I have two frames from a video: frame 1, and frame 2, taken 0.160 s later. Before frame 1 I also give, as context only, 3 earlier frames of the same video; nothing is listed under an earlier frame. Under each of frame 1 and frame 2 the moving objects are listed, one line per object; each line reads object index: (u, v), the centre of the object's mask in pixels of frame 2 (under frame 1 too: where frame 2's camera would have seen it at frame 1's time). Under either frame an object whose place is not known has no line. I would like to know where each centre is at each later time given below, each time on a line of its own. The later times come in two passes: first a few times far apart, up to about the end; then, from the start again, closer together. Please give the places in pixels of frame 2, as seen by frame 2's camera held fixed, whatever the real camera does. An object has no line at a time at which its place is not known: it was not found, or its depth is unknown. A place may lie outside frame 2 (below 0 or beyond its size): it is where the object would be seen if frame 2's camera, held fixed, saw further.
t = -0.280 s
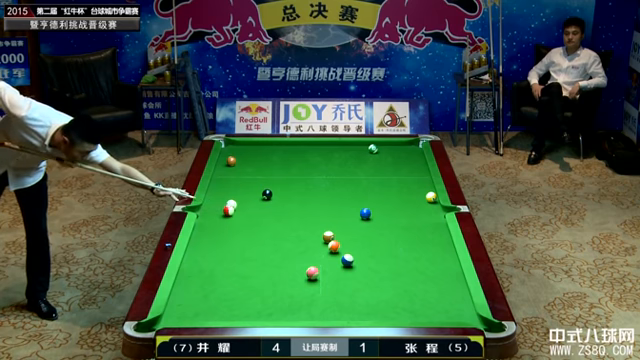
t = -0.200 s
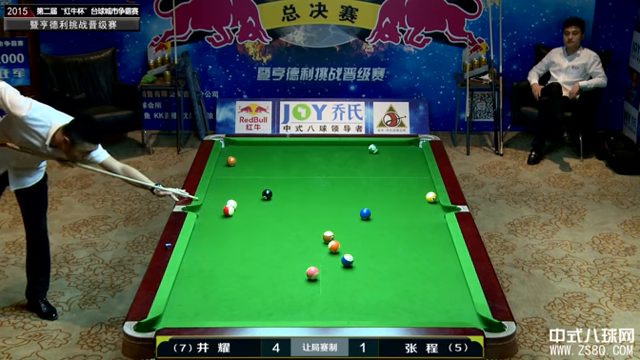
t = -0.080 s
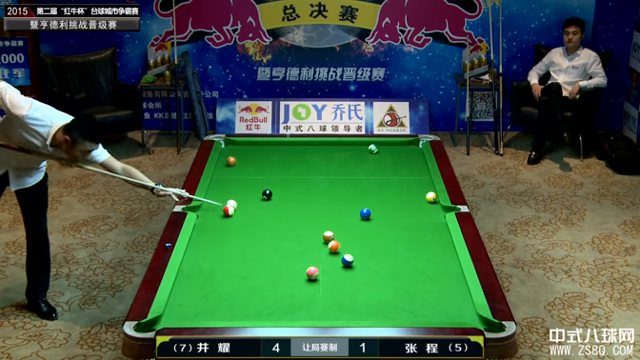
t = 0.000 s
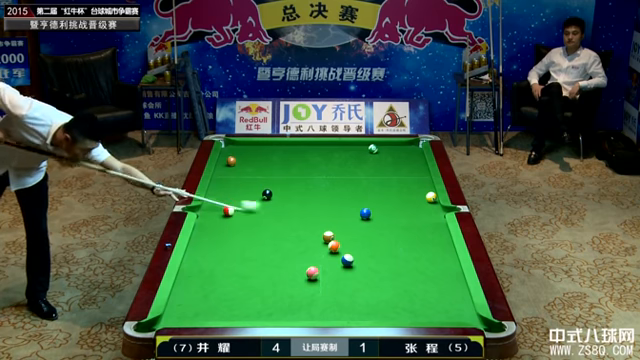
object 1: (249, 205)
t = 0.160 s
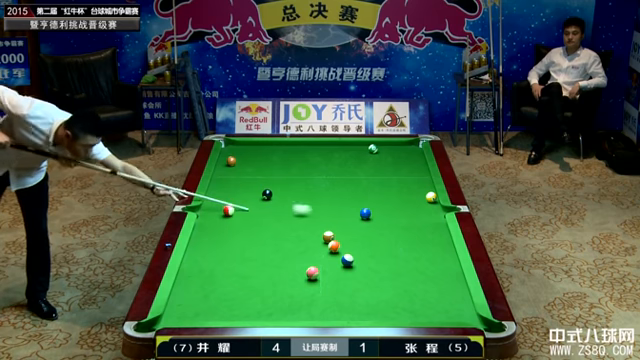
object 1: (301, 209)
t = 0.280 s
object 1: (334, 212)
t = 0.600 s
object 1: (357, 217)
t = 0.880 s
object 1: (360, 221)
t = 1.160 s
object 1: (363, 224)
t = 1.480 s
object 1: (365, 227)
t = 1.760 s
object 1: (367, 229)
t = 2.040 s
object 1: (369, 231)
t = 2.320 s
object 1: (370, 232)
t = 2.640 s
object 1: (371, 232)
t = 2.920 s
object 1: (371, 233)
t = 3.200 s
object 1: (371, 232)
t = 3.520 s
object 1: (371, 233)
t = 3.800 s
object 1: (371, 233)
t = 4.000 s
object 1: (373, 230)
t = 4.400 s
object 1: (371, 232)
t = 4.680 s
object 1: (371, 233)
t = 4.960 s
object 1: (371, 233)
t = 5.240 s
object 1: (371, 232)
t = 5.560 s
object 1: (371, 232)
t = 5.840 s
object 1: (371, 233)
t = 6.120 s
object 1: (371, 233)
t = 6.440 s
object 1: (371, 233)
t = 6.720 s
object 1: (371, 233)
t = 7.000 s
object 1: (371, 232)
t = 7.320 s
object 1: (371, 233)
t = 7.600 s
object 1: (371, 233)
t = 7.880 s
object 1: (371, 233)
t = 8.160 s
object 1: (371, 233)
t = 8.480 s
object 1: (371, 233)
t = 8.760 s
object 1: (371, 233)
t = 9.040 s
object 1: (371, 233)
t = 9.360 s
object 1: (371, 233)
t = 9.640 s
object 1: (371, 233)
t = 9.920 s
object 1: (371, 232)
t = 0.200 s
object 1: (313, 210)
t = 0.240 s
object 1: (323, 211)
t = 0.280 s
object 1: (334, 212)
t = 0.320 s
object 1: (343, 212)
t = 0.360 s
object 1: (351, 213)
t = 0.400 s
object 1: (354, 214)
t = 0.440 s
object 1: (355, 215)
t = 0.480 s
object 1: (355, 215)
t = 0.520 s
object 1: (356, 216)
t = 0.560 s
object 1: (356, 216)
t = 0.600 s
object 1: (357, 217)
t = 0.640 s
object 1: (357, 217)
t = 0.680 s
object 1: (358, 218)
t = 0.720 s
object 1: (358, 218)
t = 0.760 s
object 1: (359, 219)
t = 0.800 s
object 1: (359, 220)
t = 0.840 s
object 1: (359, 220)
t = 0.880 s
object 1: (360, 221)
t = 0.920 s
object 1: (360, 221)
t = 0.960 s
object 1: (361, 222)
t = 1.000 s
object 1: (361, 222)
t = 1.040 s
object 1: (361, 222)
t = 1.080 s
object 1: (362, 223)
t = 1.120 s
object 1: (362, 223)
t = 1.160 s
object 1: (363, 224)
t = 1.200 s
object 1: (363, 224)
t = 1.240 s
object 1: (363, 225)
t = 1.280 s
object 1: (364, 225)
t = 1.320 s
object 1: (364, 225)
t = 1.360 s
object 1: (364, 226)
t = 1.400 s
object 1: (365, 226)
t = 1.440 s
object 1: (365, 227)
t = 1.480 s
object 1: (365, 227)
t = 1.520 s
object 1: (365, 227)
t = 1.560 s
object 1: (366, 227)
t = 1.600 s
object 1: (366, 228)
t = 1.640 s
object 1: (366, 228)
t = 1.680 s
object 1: (367, 228)
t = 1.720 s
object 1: (367, 229)
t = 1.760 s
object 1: (367, 229)
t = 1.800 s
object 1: (368, 229)
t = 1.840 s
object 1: (368, 229)
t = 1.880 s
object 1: (368, 230)
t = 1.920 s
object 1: (368, 230)
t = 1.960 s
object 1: (369, 230)
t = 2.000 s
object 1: (369, 230)
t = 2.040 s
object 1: (369, 231)
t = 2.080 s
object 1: (369, 231)
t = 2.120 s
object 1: (369, 231)
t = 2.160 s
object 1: (370, 231)
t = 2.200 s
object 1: (370, 231)
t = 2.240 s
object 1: (370, 231)
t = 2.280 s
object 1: (370, 231)
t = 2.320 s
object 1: (370, 232)
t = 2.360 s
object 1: (370, 232)
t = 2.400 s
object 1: (371, 232)
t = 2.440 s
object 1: (371, 232)
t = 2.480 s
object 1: (371, 232)
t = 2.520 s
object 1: (371, 232)
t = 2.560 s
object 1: (371, 232)
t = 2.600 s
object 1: (371, 232)
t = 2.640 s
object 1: (371, 232)
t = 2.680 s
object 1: (371, 232)
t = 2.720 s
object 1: (371, 232)
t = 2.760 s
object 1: (371, 233)
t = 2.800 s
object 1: (371, 233)
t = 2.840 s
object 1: (371, 232)
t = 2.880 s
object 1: (371, 232)
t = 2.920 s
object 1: (371, 233)
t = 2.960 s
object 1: (371, 233)
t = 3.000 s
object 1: (371, 232)
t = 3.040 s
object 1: (371, 232)
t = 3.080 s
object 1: (371, 232)
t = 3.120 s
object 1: (371, 233)
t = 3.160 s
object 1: (371, 232)
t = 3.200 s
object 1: (371, 232)
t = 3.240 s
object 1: (371, 232)
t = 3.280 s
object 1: (371, 233)
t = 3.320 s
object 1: (371, 233)
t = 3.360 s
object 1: (371, 233)
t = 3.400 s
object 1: (371, 233)
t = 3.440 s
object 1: (371, 233)
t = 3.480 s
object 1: (371, 233)
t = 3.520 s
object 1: (371, 233)
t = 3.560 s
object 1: (371, 233)
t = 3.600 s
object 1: (371, 233)
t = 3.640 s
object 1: (371, 233)
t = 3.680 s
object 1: (371, 233)
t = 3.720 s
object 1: (371, 232)
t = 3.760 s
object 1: (371, 233)
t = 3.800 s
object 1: (371, 233)
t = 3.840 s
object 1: (371, 233)
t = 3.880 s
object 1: (371, 233)
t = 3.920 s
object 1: (371, 232)
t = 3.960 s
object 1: (371, 233)
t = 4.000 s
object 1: (373, 230)
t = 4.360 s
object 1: (370, 232)
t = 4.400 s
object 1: (371, 232)
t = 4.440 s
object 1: (371, 233)
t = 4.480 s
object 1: (371, 233)
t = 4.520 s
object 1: (371, 233)
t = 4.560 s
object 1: (371, 233)
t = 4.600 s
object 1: (371, 232)
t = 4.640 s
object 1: (371, 232)
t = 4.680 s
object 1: (371, 233)
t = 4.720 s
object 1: (371, 233)
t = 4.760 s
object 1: (371, 233)
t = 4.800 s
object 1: (371, 232)
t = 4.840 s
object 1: (371, 232)
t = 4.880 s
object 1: (371, 232)
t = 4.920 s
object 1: (371, 232)
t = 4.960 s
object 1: (371, 233)
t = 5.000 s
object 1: (371, 232)
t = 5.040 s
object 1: (371, 232)
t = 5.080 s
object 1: (371, 232)
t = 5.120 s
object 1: (371, 232)
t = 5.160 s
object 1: (371, 232)
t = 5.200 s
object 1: (371, 232)
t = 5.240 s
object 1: (371, 232)
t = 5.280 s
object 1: (371, 232)
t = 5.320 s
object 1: (371, 232)
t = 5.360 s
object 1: (371, 233)
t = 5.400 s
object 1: (371, 232)
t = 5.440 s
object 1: (371, 232)
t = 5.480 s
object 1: (371, 233)
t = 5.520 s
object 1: (371, 232)
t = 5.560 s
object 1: (371, 232)
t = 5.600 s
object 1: (371, 233)
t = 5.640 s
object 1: (371, 233)
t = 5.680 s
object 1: (371, 232)
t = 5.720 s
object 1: (371, 233)
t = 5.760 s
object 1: (371, 232)
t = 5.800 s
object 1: (371, 232)
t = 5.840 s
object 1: (371, 233)
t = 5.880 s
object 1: (371, 232)
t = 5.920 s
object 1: (371, 232)
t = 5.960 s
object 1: (371, 232)
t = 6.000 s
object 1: (371, 233)
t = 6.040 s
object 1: (371, 233)
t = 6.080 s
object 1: (371, 233)
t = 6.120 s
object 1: (371, 233)
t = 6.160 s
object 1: (371, 233)
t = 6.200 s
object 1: (371, 233)
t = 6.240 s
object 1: (371, 233)
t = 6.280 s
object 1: (371, 233)
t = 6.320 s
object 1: (371, 232)
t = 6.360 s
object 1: (371, 233)
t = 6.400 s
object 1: (371, 233)
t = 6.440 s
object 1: (371, 233)
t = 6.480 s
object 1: (371, 233)
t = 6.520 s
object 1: (371, 233)
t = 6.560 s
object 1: (371, 233)
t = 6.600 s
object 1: (371, 233)
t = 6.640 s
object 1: (371, 232)
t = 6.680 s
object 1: (371, 233)
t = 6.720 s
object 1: (371, 233)
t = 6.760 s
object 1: (371, 233)
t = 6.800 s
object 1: (371, 233)
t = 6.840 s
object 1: (371, 233)
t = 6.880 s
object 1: (371, 233)
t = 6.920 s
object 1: (371, 233)
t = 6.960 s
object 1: (371, 233)
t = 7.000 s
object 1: (371, 232)
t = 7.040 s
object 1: (371, 233)
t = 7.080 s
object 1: (371, 233)
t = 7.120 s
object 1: (371, 233)
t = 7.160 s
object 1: (371, 233)
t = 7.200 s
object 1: (371, 233)
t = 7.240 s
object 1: (371, 233)
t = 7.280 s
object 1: (371, 233)
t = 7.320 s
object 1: (371, 233)
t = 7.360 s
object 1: (371, 233)
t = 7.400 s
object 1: (371, 232)
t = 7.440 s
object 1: (371, 233)
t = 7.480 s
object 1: (371, 233)
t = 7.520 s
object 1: (371, 233)
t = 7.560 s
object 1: (371, 233)
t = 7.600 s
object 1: (371, 233)
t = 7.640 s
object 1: (371, 233)
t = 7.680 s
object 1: (371, 232)
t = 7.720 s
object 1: (371, 233)
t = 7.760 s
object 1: (371, 233)
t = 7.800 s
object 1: (371, 233)
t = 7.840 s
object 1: (371, 233)
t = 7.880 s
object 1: (371, 233)
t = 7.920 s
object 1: (371, 233)
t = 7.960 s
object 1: (371, 233)
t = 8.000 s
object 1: (371, 233)
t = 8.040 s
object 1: (371, 233)
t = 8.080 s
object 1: (371, 233)
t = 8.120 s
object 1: (371, 233)
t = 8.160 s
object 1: (371, 233)
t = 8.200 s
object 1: (371, 233)
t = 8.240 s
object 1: (371, 233)
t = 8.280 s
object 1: (371, 232)
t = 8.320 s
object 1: (371, 233)
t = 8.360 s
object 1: (371, 233)
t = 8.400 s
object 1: (371, 233)
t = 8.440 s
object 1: (371, 233)
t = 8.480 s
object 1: (371, 233)
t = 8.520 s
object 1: (371, 233)
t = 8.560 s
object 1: (371, 233)
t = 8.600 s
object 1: (371, 233)
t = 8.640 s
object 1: (371, 233)
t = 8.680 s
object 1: (371, 233)
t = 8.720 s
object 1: (371, 233)
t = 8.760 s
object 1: (371, 233)
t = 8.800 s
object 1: (371, 233)
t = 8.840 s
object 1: (371, 233)
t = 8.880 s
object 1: (371, 233)
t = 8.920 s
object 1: (371, 232)
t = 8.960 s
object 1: (371, 233)
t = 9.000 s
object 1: (371, 233)
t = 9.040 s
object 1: (371, 233)
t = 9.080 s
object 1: (371, 233)
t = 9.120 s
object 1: (371, 233)
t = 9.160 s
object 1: (371, 233)
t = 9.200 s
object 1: (371, 233)
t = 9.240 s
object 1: (371, 233)
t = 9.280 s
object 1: (371, 233)
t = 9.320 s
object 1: (371, 232)
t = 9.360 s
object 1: (371, 233)
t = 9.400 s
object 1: (371, 233)
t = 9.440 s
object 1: (371, 233)
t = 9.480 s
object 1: (371, 232)
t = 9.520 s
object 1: (371, 233)
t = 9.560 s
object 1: (371, 233)
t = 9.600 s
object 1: (371, 233)
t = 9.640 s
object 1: (371, 233)
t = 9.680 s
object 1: (371, 232)
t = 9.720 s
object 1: (371, 233)
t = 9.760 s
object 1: (371, 233)
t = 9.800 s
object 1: (371, 233)
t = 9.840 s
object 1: (371, 233)
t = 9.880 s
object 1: (371, 233)
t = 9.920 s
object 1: (371, 232)
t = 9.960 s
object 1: (371, 233)
